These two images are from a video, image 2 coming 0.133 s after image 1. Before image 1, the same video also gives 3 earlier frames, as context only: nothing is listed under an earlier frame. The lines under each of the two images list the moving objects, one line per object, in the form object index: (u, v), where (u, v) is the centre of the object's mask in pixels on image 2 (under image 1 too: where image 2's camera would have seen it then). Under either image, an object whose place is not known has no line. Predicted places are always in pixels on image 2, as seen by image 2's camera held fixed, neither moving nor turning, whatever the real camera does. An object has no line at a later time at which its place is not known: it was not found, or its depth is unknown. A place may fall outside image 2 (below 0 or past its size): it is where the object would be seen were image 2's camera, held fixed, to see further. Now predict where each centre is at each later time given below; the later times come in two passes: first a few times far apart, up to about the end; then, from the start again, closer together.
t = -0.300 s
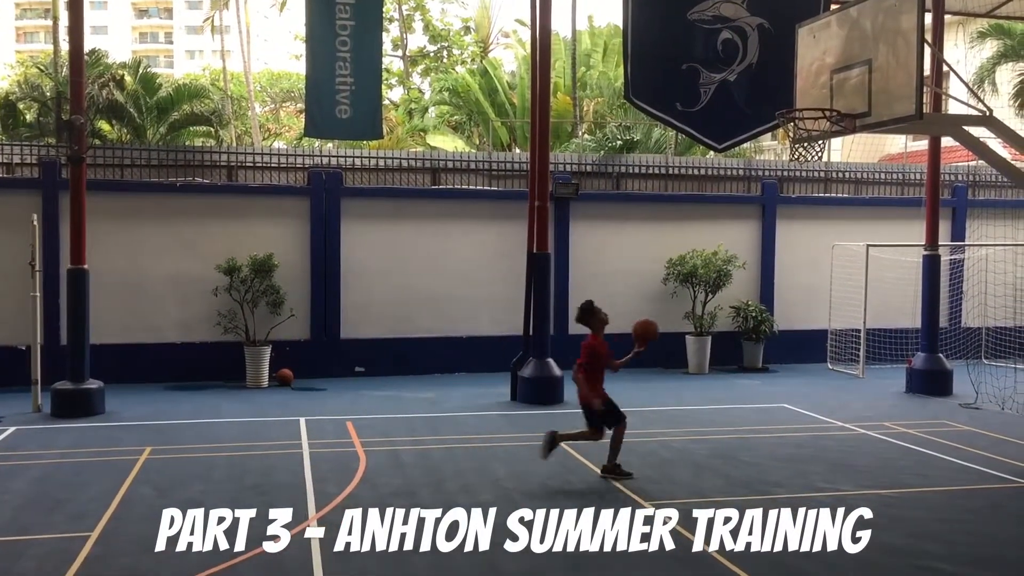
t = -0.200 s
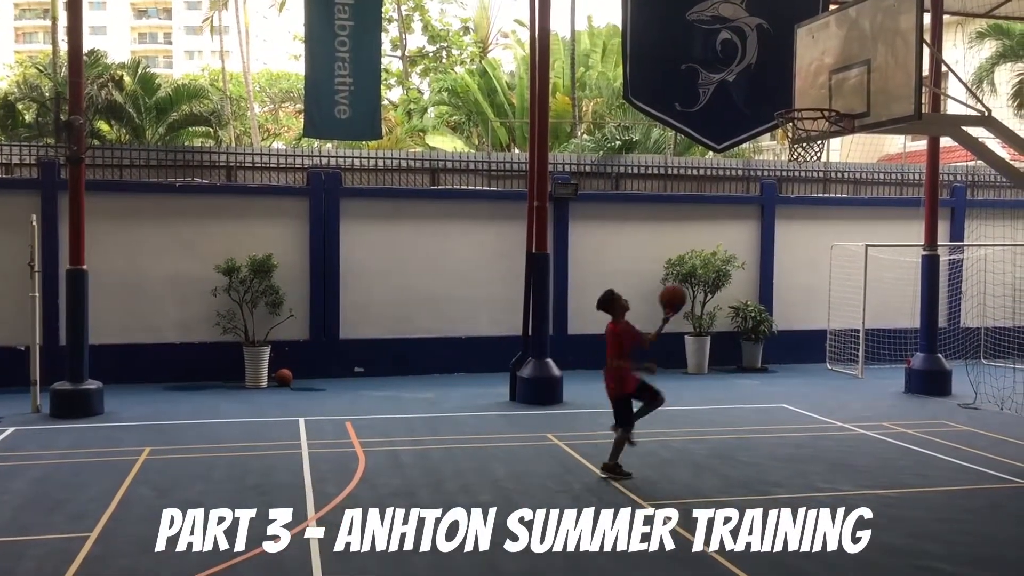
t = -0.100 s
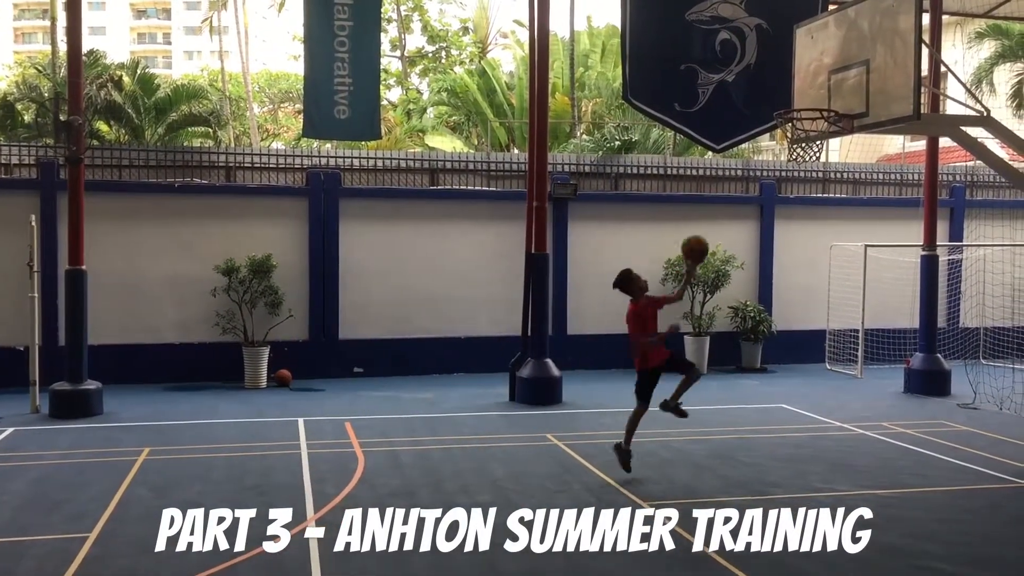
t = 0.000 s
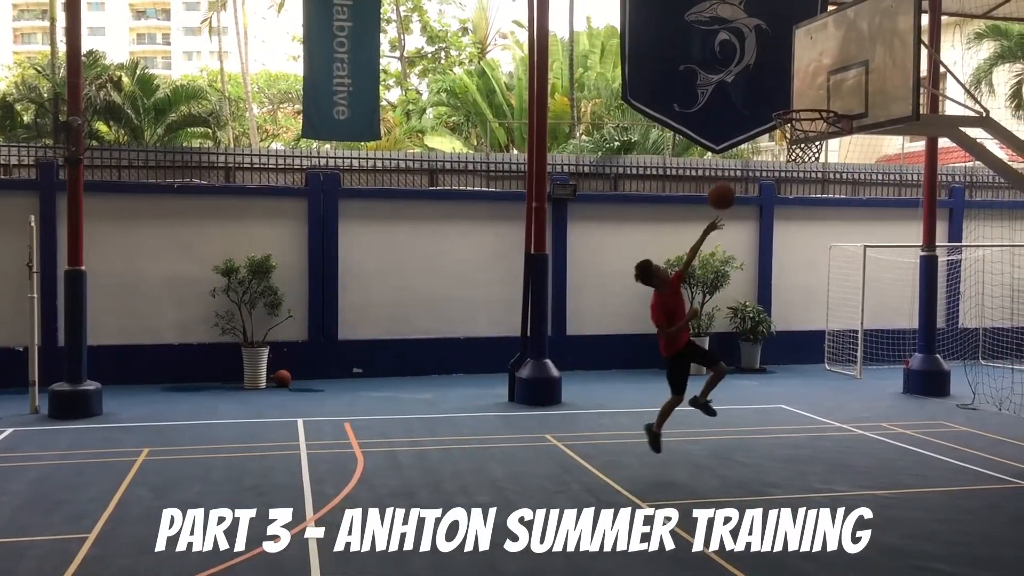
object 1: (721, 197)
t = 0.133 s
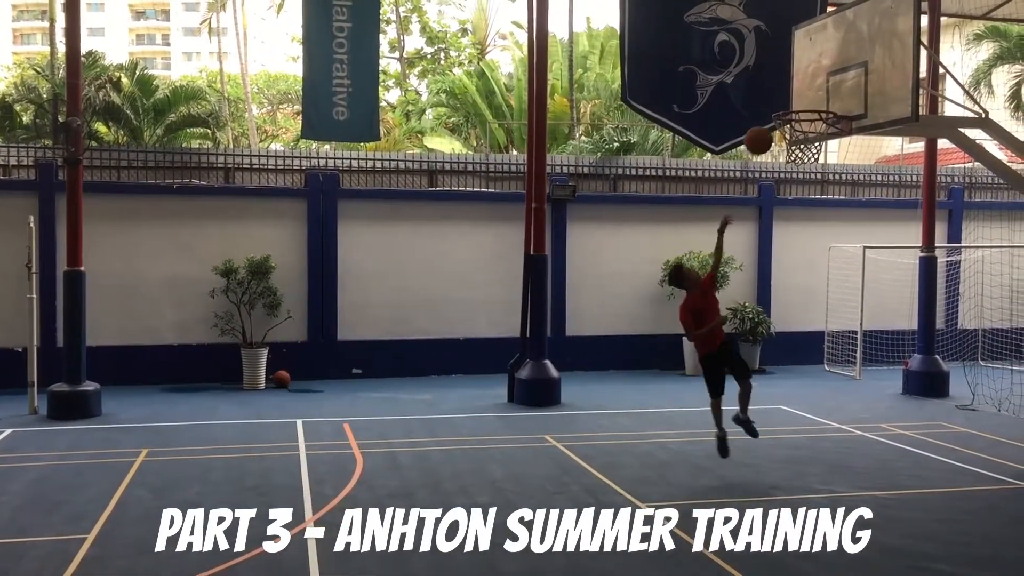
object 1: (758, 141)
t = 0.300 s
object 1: (805, 97)
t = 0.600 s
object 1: (793, 114)
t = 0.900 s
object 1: (797, 161)
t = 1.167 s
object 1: (815, 264)
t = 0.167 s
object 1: (766, 130)
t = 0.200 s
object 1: (772, 118)
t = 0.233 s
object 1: (787, 107)
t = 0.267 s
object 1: (796, 102)
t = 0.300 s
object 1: (805, 97)
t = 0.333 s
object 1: (814, 92)
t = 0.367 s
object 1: (813, 90)
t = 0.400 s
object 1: (810, 90)
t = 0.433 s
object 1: (807, 90)
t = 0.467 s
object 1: (805, 92)
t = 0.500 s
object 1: (802, 96)
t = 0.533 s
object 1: (799, 100)
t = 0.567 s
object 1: (796, 107)
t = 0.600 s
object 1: (793, 114)
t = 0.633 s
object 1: (789, 123)
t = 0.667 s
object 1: (787, 130)
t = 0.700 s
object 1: (787, 134)
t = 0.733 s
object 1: (787, 136)
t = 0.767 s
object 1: (789, 140)
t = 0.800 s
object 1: (790, 144)
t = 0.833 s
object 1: (792, 149)
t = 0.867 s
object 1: (795, 154)
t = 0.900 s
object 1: (797, 161)
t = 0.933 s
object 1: (799, 170)
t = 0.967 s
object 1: (802, 179)
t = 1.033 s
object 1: (807, 203)
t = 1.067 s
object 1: (809, 216)
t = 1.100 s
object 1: (811, 231)
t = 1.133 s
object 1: (813, 247)
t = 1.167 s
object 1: (815, 264)
